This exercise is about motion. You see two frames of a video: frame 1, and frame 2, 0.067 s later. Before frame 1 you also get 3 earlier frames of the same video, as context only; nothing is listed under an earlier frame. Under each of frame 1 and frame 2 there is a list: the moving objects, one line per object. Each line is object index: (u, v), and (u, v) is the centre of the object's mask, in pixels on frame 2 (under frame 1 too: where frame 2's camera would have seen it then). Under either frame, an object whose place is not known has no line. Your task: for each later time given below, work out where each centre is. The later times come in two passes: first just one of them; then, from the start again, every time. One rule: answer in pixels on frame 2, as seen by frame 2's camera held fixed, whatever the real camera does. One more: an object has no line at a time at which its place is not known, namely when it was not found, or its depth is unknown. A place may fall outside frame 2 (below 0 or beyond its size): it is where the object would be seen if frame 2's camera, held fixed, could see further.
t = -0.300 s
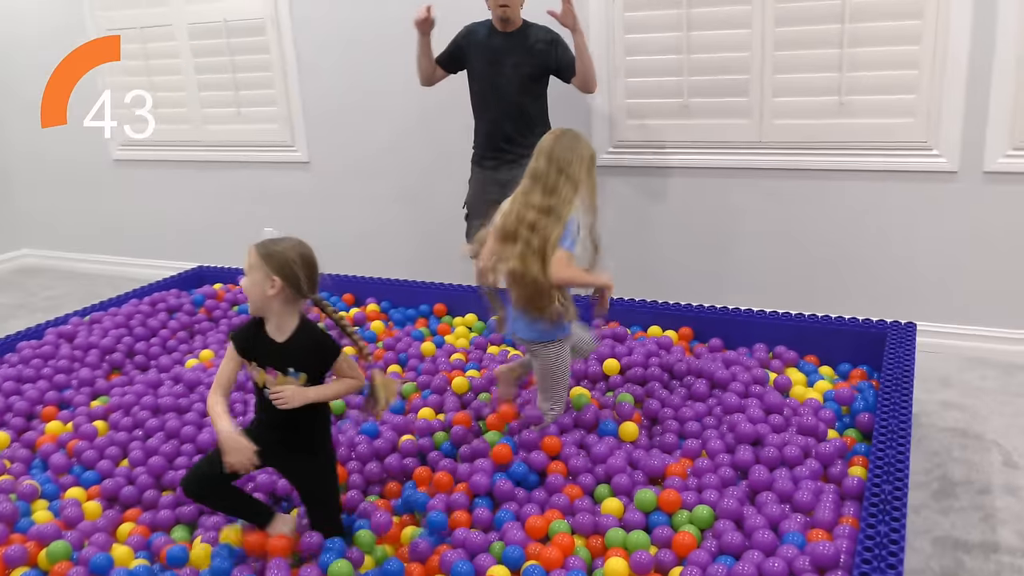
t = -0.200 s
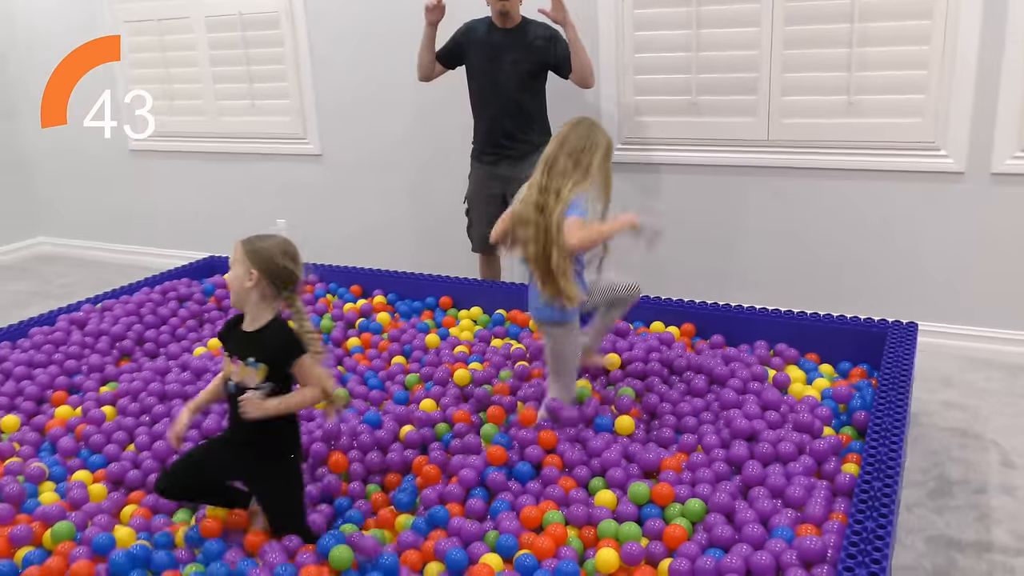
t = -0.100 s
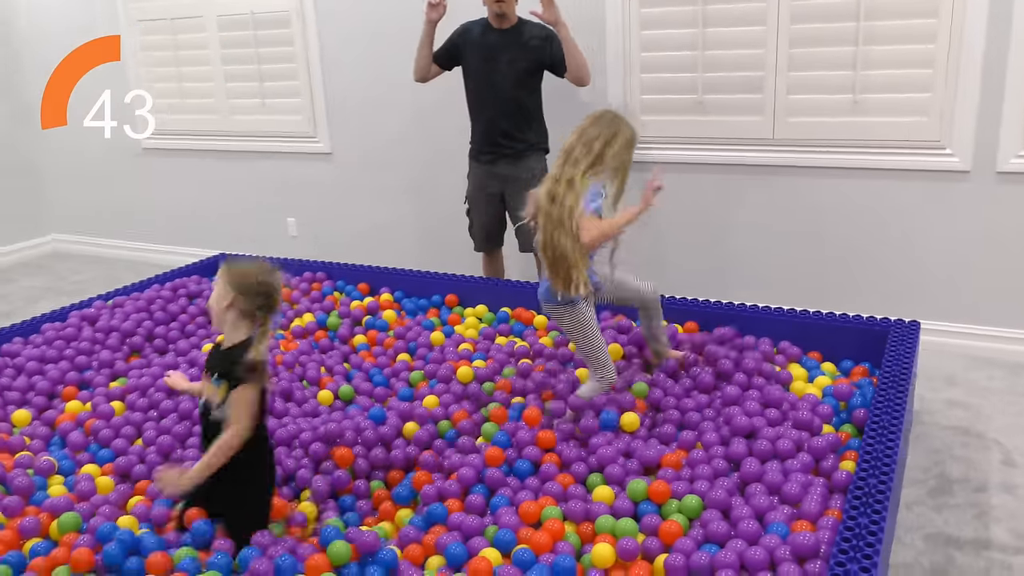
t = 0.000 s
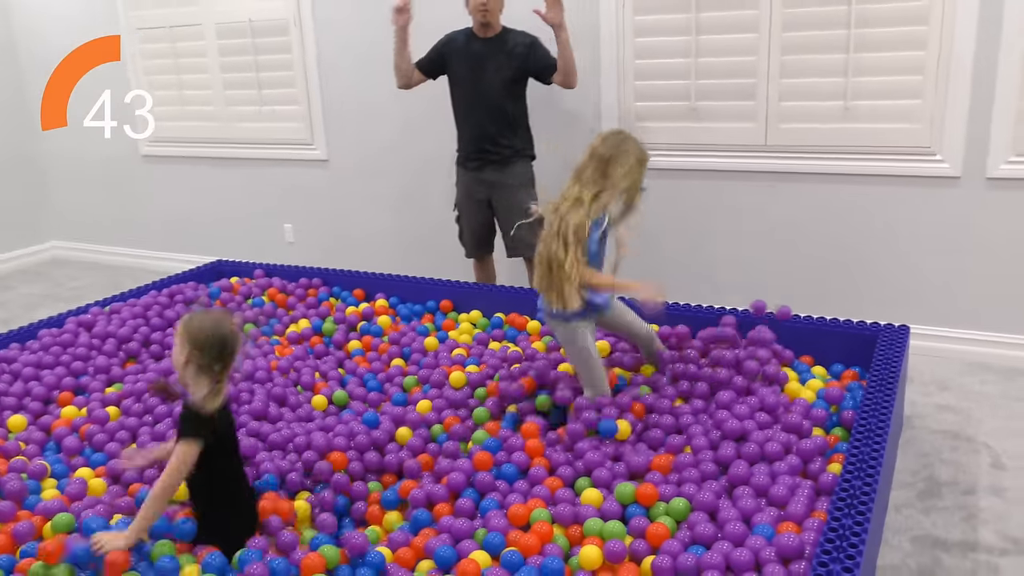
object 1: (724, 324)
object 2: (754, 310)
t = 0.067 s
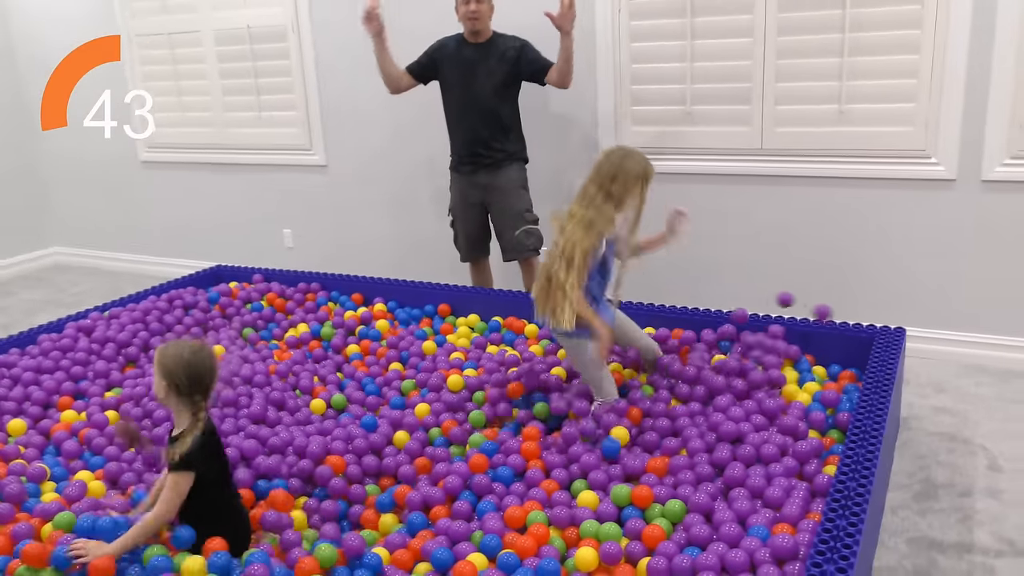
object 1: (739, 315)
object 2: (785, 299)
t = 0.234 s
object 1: (769, 319)
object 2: (854, 318)
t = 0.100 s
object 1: (746, 313)
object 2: (799, 298)
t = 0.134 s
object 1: (752, 313)
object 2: (814, 299)
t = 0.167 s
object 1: (759, 316)
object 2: (828, 303)
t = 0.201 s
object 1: (764, 317)
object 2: (842, 310)
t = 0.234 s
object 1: (769, 319)
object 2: (854, 318)
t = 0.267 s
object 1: (771, 323)
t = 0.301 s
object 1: (771, 327)
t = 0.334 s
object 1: (773, 334)
